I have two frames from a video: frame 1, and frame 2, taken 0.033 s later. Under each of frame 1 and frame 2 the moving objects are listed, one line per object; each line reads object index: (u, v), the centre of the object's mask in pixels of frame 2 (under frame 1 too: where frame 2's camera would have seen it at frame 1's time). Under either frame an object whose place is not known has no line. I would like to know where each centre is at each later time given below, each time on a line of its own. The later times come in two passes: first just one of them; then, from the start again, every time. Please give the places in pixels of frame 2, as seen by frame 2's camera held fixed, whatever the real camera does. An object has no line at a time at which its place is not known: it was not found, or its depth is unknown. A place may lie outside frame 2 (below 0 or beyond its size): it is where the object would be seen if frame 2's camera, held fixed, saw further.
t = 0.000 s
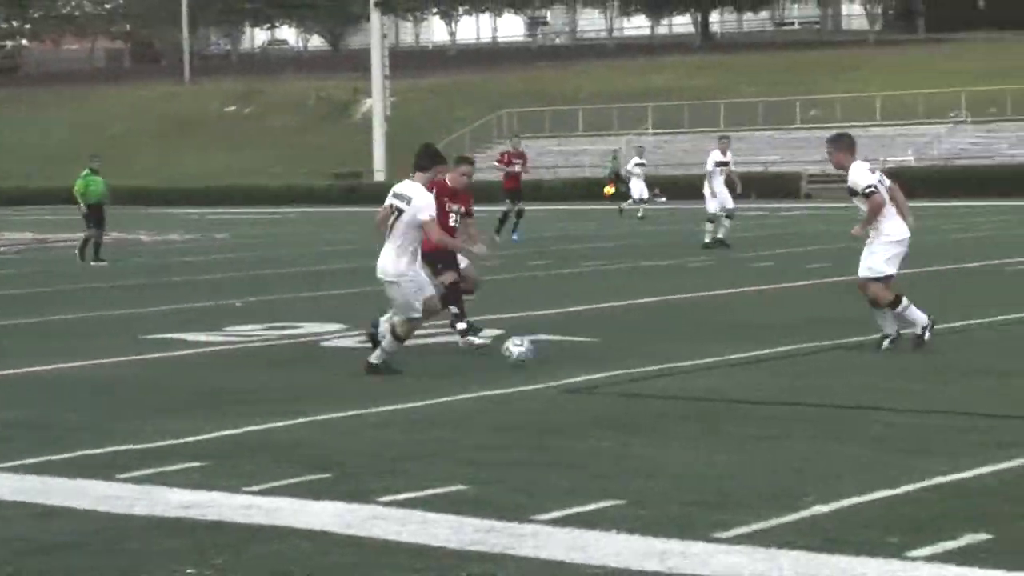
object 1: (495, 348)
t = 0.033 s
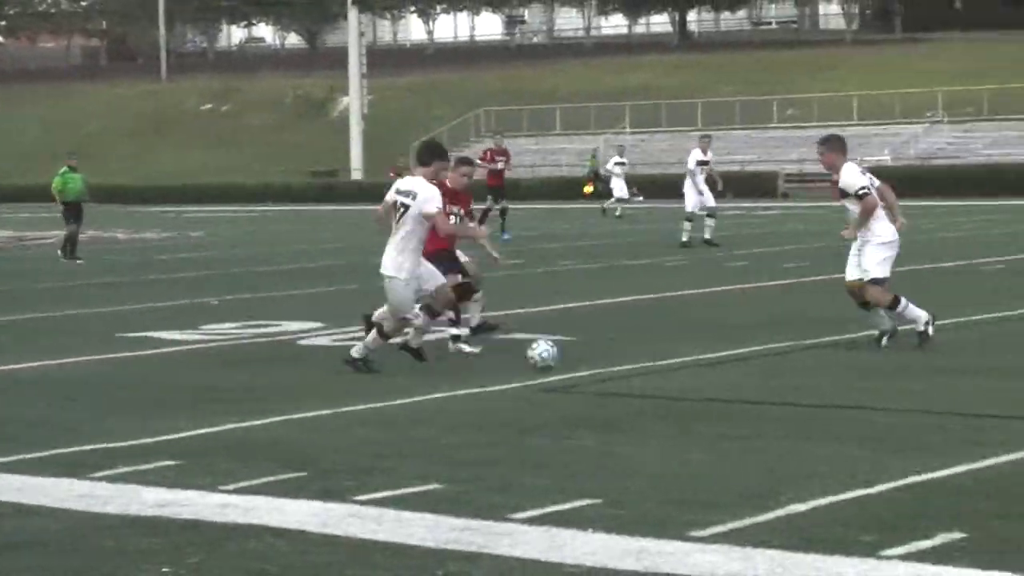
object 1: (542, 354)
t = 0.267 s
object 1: (903, 371)
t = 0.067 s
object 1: (593, 361)
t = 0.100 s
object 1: (641, 359)
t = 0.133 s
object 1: (690, 357)
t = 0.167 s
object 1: (741, 358)
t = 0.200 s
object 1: (793, 358)
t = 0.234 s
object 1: (847, 363)
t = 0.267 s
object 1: (903, 371)
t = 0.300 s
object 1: (963, 378)
